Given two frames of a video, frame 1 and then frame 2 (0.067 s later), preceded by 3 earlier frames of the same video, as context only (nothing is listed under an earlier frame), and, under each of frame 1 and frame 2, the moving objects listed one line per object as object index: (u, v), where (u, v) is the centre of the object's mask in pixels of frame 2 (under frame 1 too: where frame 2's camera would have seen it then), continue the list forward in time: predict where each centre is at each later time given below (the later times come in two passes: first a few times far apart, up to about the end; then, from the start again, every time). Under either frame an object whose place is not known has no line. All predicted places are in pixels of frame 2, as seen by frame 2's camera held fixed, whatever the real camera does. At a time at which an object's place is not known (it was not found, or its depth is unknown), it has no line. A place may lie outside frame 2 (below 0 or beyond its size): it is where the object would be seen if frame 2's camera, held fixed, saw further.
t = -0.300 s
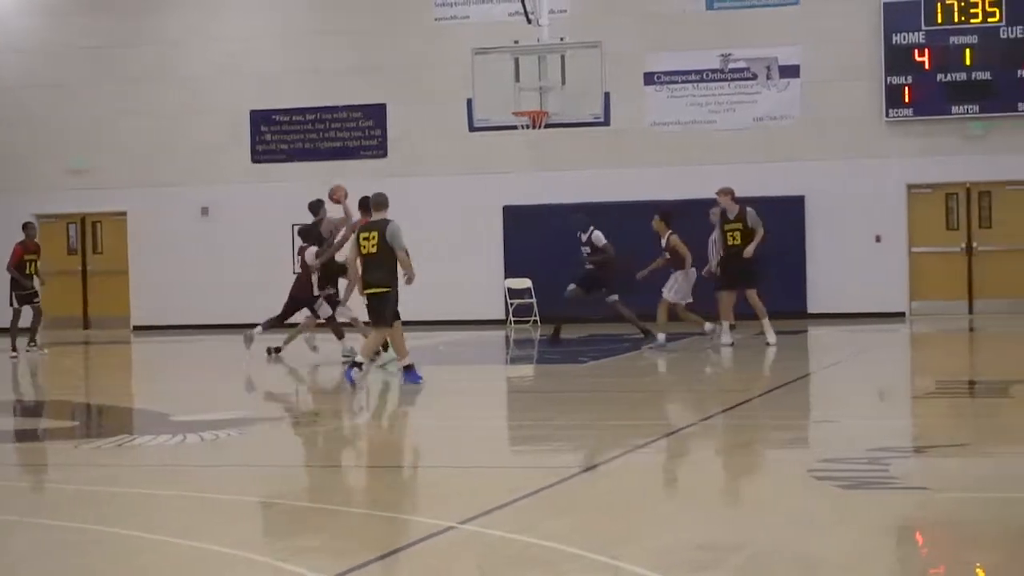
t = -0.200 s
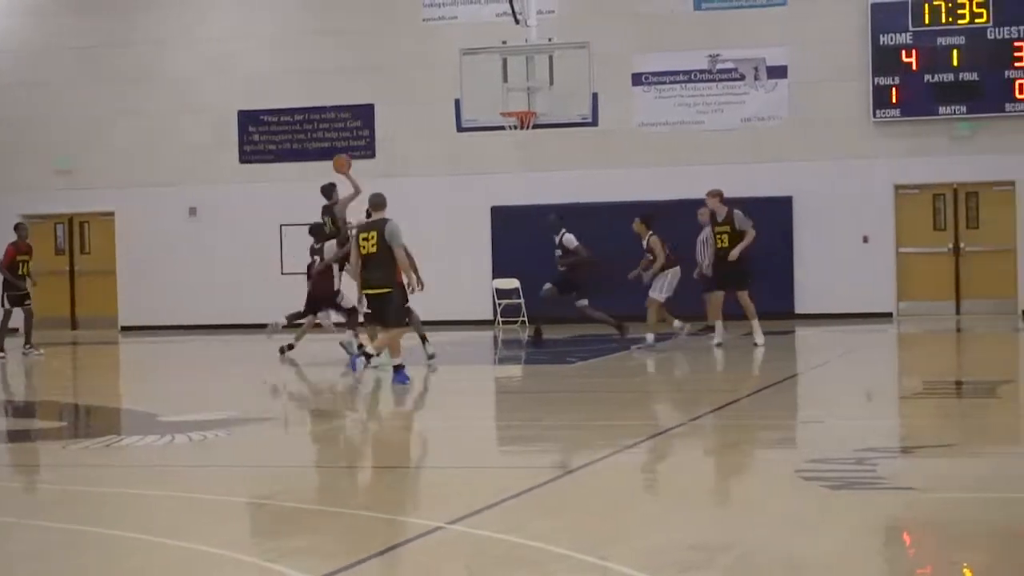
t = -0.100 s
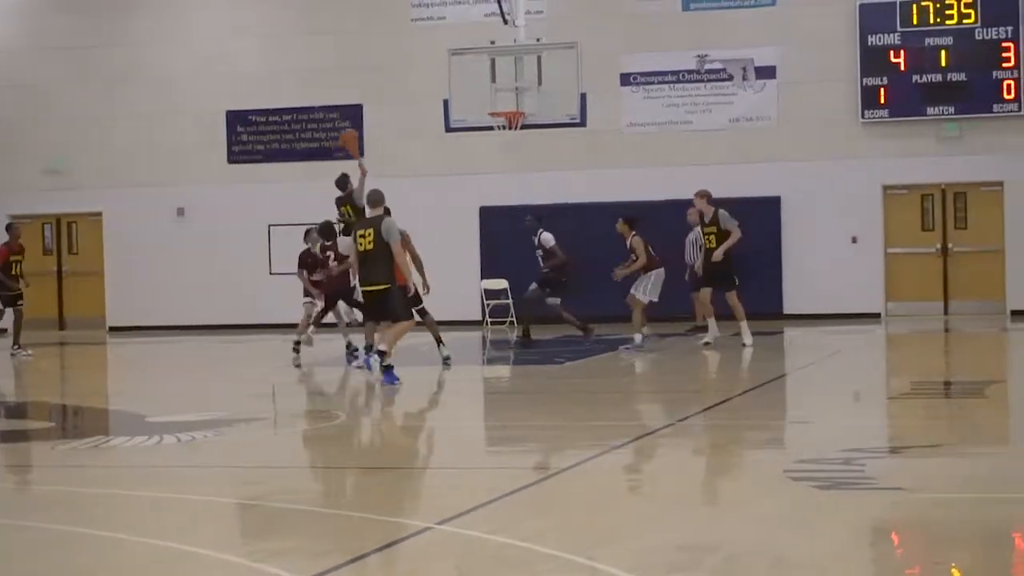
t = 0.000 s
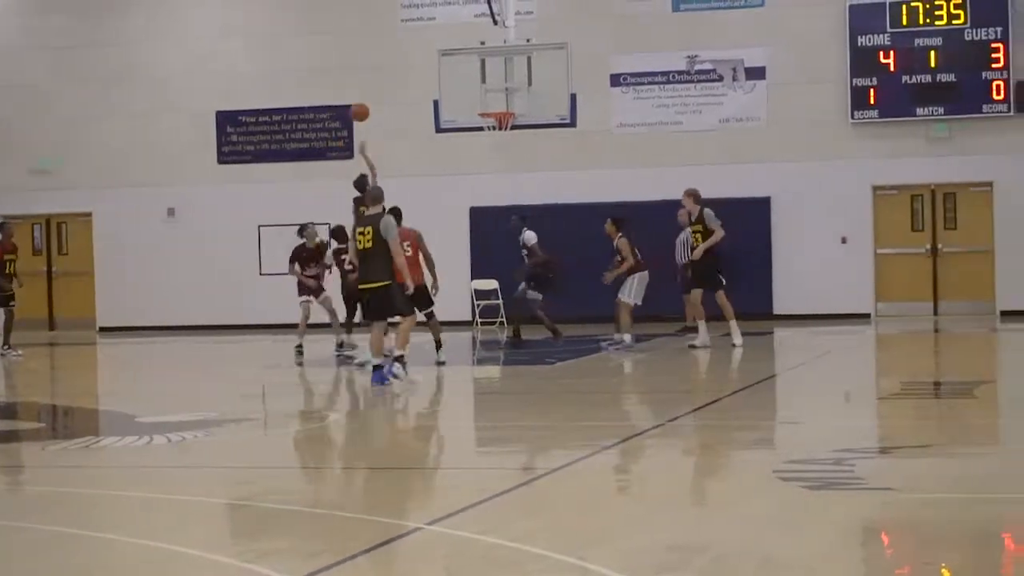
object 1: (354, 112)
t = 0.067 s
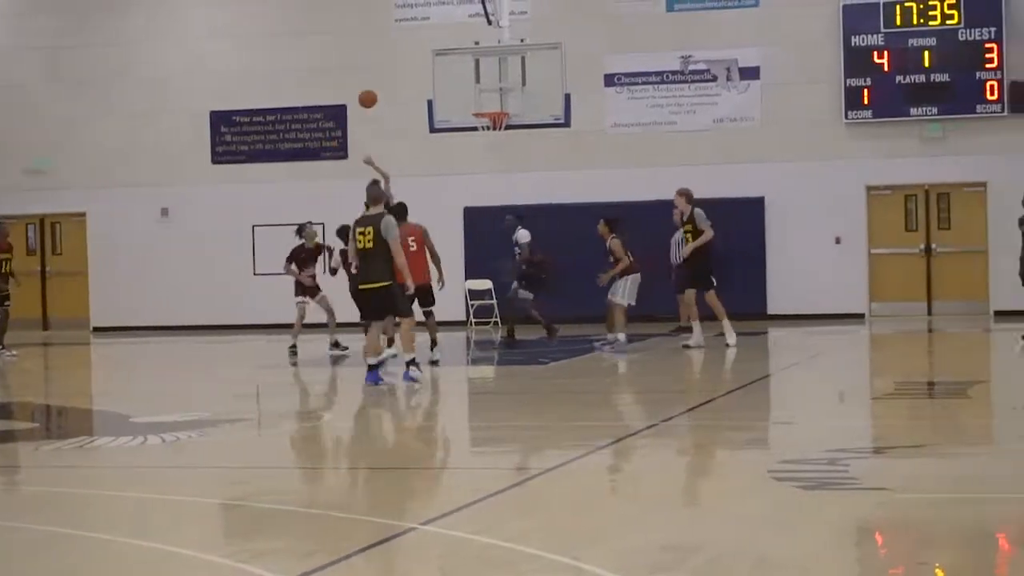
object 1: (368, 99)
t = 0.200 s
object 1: (396, 83)
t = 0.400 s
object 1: (437, 86)
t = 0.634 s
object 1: (469, 122)
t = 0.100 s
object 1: (375, 93)
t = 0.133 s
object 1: (382, 89)
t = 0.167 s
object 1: (388, 86)
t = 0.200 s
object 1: (396, 83)
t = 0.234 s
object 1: (403, 81)
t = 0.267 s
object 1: (410, 81)
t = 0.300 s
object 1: (417, 81)
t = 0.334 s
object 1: (423, 82)
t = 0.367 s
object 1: (430, 83)
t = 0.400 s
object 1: (437, 86)
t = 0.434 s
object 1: (444, 89)
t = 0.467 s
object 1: (451, 93)
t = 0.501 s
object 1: (457, 98)
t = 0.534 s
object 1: (464, 104)
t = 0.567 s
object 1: (471, 111)
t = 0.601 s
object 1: (471, 118)
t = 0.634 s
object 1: (469, 122)
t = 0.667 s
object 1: (466, 131)
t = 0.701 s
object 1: (462, 139)
